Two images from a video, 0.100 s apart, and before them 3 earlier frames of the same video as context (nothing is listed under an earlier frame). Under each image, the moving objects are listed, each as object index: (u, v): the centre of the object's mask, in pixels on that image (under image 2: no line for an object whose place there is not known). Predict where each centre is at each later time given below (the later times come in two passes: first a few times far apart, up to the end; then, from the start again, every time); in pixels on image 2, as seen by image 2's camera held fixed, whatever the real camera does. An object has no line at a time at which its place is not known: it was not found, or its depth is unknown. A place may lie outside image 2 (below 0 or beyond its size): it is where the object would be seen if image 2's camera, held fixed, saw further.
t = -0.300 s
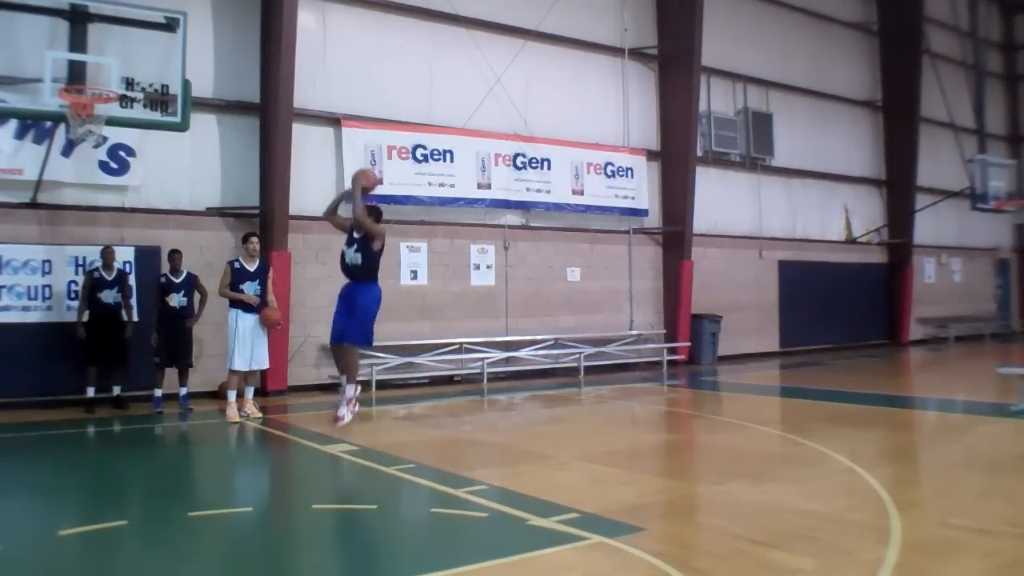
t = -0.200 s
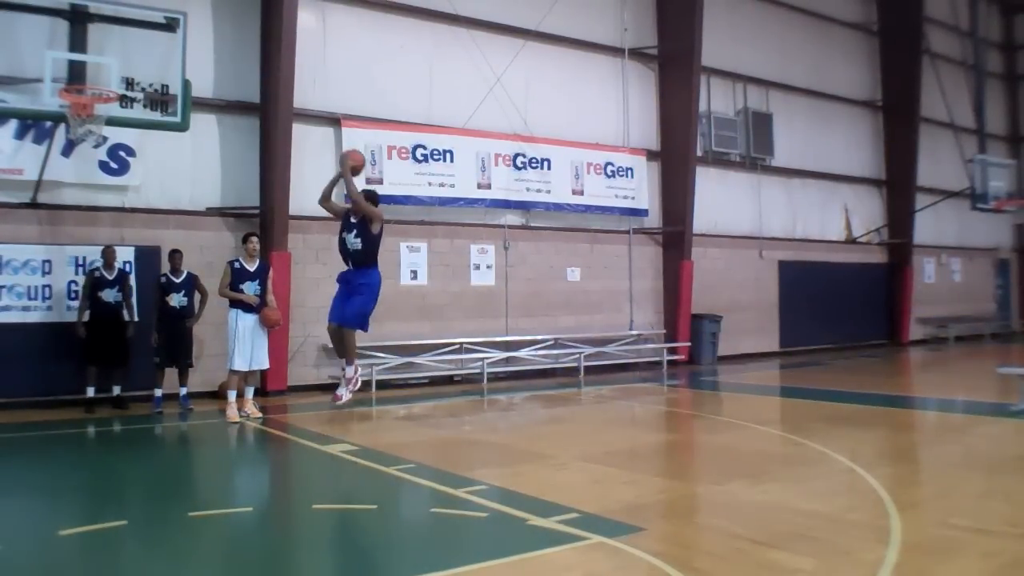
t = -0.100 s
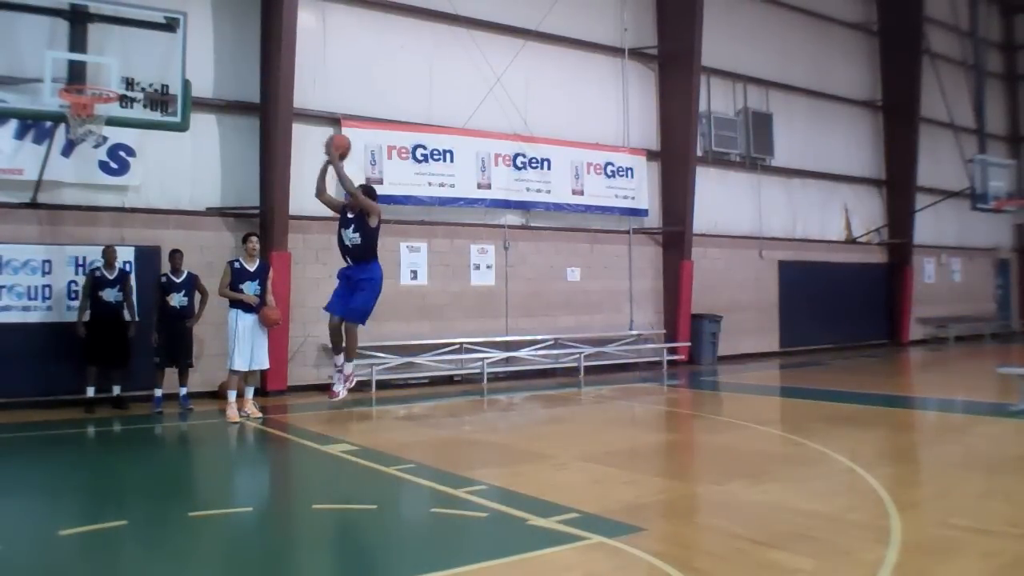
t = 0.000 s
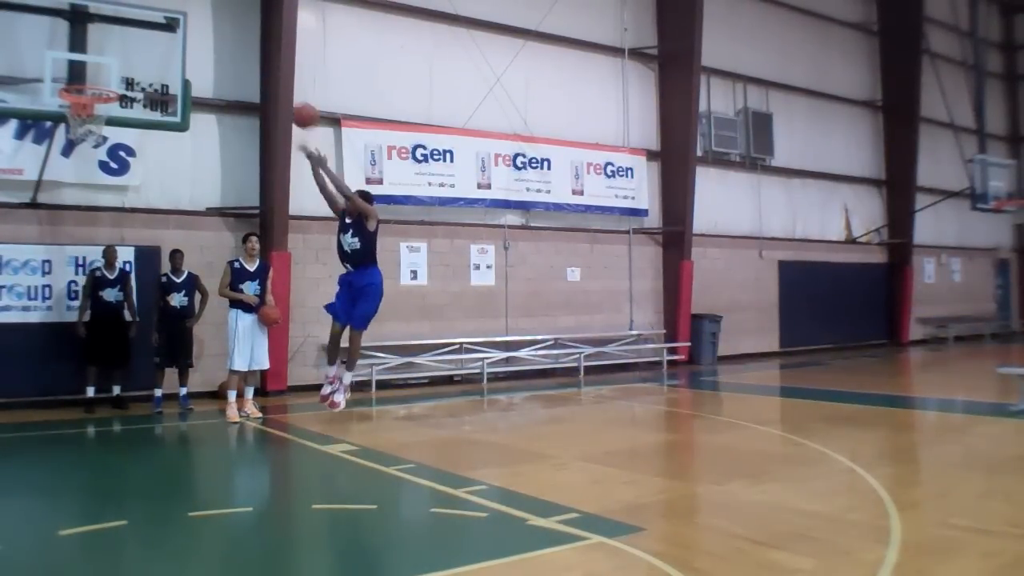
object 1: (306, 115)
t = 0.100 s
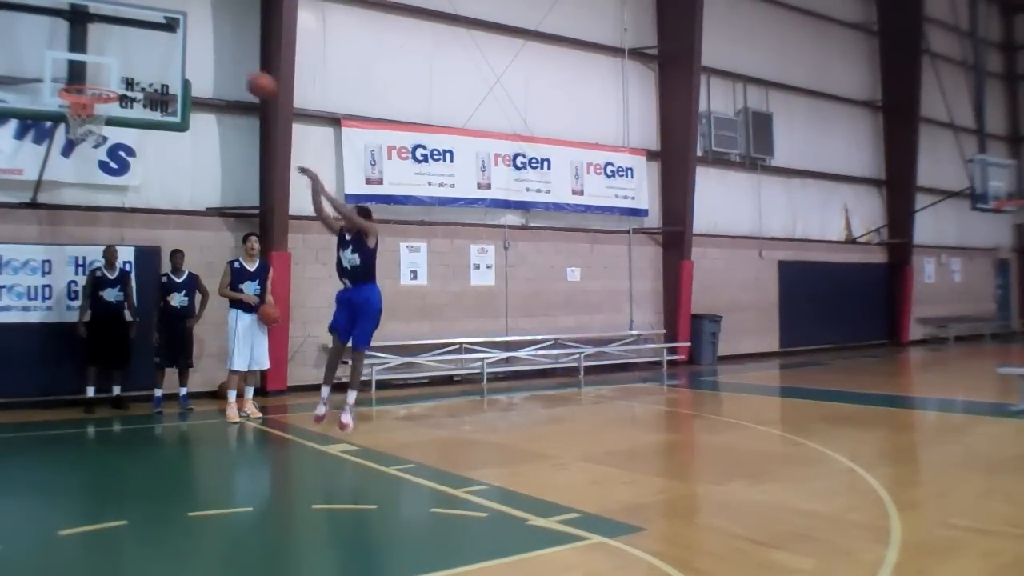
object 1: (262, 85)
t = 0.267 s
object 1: (187, 58)
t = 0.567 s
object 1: (108, 75)
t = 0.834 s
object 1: (70, 146)
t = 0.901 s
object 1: (64, 173)
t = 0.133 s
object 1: (245, 77)
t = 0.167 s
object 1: (231, 70)
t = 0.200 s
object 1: (216, 65)
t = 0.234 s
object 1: (202, 61)
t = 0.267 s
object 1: (187, 58)
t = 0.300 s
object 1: (173, 56)
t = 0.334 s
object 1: (159, 55)
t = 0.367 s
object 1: (145, 55)
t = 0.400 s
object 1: (139, 56)
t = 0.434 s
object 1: (133, 57)
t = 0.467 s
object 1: (127, 59)
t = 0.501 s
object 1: (121, 63)
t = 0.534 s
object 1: (115, 69)
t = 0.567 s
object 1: (108, 75)
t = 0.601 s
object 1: (101, 84)
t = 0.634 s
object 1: (95, 92)
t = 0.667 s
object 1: (87, 102)
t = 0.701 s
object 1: (84, 110)
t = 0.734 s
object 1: (78, 117)
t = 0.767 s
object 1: (75, 130)
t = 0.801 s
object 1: (73, 140)
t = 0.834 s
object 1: (70, 146)
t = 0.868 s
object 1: (67, 159)
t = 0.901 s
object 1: (64, 173)
